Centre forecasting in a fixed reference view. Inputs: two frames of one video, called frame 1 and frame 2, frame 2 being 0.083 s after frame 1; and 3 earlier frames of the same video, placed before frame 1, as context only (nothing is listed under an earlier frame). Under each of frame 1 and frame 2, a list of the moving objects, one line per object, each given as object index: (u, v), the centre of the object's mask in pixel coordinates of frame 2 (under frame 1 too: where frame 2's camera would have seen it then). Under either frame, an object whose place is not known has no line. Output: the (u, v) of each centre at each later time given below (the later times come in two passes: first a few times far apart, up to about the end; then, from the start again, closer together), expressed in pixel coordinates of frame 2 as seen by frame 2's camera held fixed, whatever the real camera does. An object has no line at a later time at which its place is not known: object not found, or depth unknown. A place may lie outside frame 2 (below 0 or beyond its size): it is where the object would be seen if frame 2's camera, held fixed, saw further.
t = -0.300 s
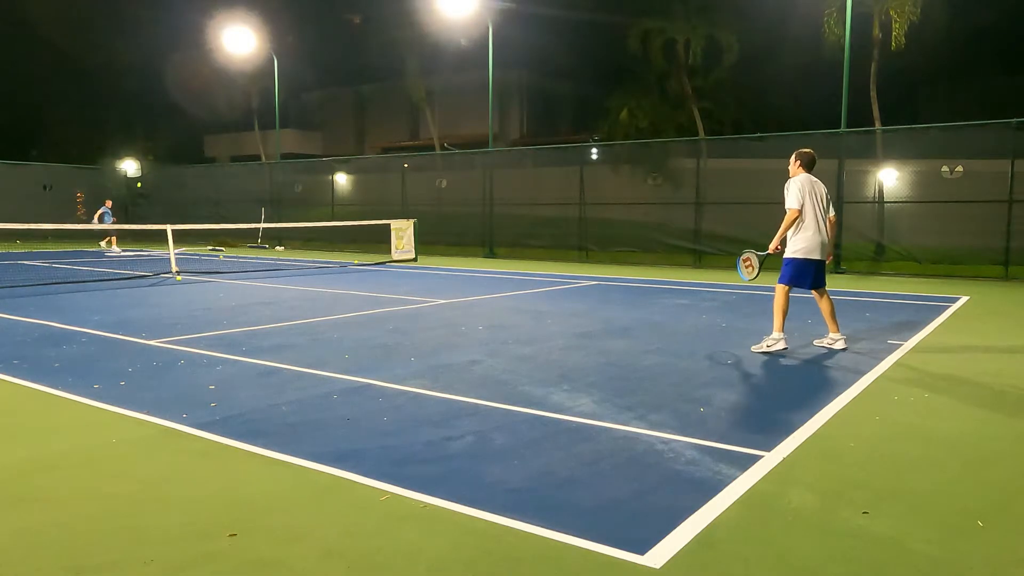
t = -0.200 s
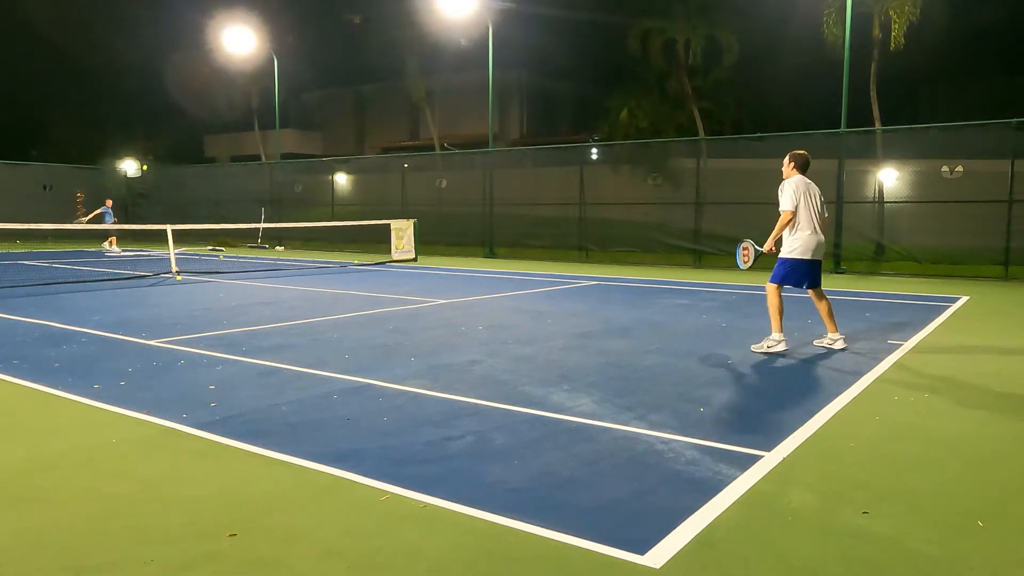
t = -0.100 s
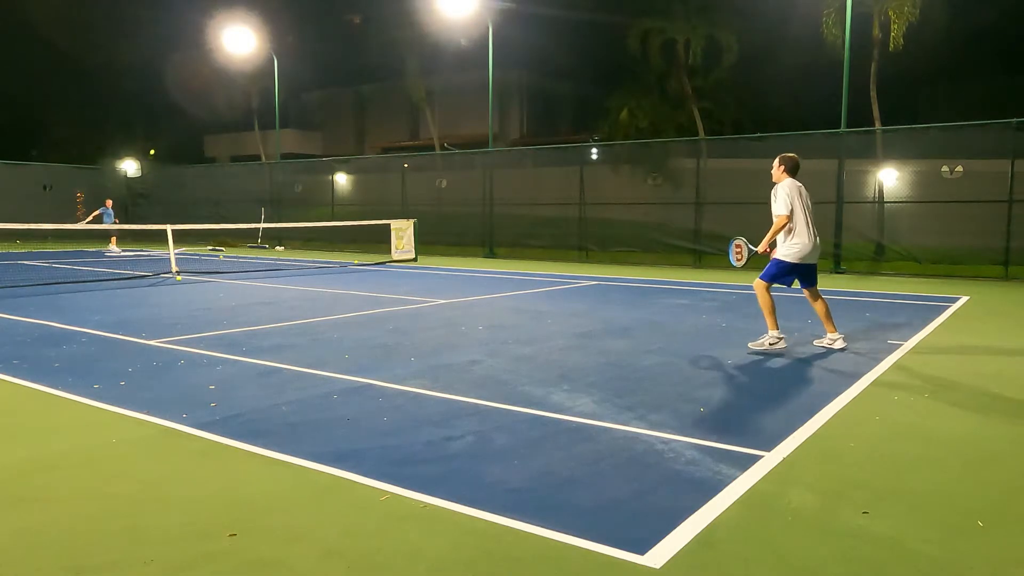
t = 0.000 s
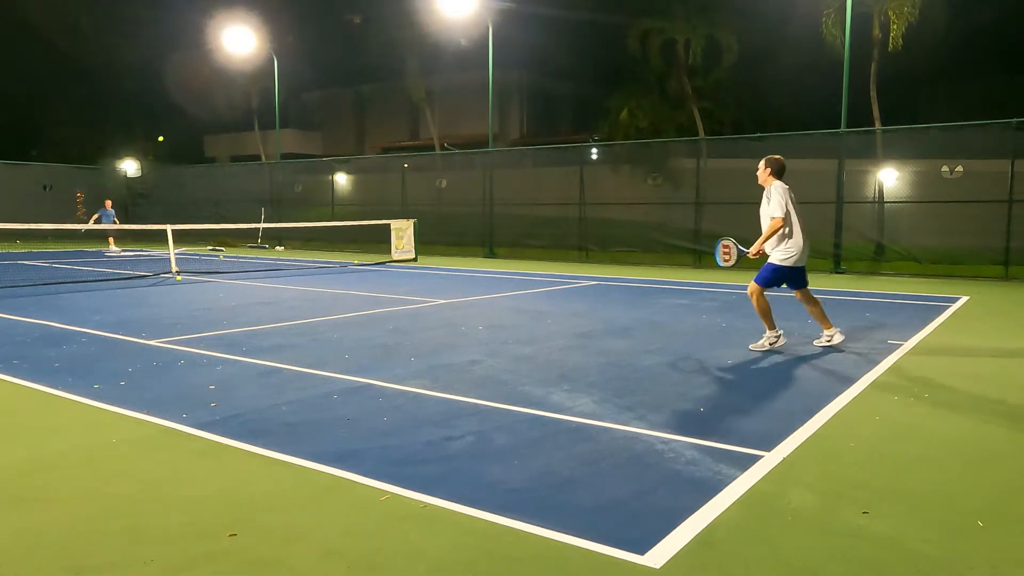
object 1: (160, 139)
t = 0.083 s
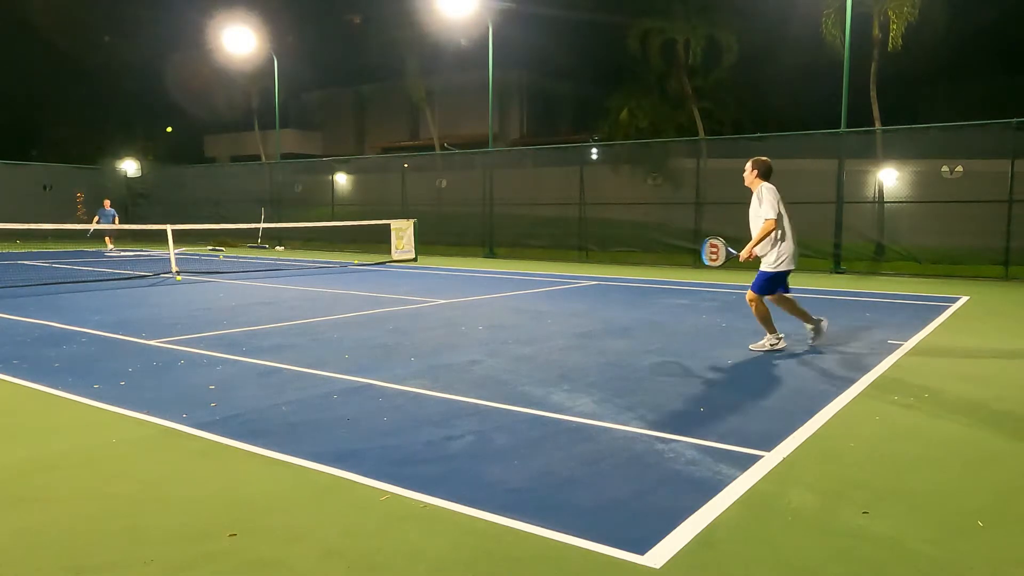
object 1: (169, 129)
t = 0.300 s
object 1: (198, 118)
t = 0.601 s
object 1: (273, 153)
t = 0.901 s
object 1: (437, 341)
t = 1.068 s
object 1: (541, 307)
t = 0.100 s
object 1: (171, 128)
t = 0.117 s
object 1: (172, 126)
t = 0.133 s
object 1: (174, 125)
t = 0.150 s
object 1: (176, 124)
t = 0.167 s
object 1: (179, 123)
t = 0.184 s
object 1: (181, 121)
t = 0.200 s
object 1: (183, 120)
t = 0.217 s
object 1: (186, 120)
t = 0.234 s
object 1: (188, 119)
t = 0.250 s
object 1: (190, 118)
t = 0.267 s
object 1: (193, 118)
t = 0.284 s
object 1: (196, 118)
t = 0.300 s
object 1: (198, 118)
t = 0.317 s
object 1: (201, 118)
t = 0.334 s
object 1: (204, 118)
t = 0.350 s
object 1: (207, 118)
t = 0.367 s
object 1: (211, 119)
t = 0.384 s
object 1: (214, 120)
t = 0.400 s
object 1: (218, 120)
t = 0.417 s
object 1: (221, 122)
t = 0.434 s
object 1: (225, 123)
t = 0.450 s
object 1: (229, 125)
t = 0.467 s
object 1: (233, 127)
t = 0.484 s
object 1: (238, 129)
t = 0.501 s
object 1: (242, 131)
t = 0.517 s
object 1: (247, 134)
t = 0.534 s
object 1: (251, 137)
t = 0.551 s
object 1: (257, 140)
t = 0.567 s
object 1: (261, 144)
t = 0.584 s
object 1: (267, 148)
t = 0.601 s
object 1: (273, 153)
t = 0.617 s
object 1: (278, 157)
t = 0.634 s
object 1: (285, 163)
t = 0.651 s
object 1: (291, 169)
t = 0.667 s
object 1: (298, 175)
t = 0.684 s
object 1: (305, 182)
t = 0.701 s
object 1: (312, 189)
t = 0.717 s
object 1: (320, 198)
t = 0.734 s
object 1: (328, 206)
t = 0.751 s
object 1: (337, 215)
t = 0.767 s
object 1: (346, 225)
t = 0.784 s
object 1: (355, 236)
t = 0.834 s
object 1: (387, 275)
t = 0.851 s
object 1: (397, 288)
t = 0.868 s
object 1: (410, 305)
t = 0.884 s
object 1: (423, 322)
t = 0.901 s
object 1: (437, 341)
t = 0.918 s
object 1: (451, 361)
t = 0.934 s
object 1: (466, 382)
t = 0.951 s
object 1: (477, 381)
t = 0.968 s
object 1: (486, 370)
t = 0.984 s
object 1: (494, 359)
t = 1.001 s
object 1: (503, 348)
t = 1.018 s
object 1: (512, 338)
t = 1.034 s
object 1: (521, 328)
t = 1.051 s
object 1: (531, 317)
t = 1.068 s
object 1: (541, 307)
